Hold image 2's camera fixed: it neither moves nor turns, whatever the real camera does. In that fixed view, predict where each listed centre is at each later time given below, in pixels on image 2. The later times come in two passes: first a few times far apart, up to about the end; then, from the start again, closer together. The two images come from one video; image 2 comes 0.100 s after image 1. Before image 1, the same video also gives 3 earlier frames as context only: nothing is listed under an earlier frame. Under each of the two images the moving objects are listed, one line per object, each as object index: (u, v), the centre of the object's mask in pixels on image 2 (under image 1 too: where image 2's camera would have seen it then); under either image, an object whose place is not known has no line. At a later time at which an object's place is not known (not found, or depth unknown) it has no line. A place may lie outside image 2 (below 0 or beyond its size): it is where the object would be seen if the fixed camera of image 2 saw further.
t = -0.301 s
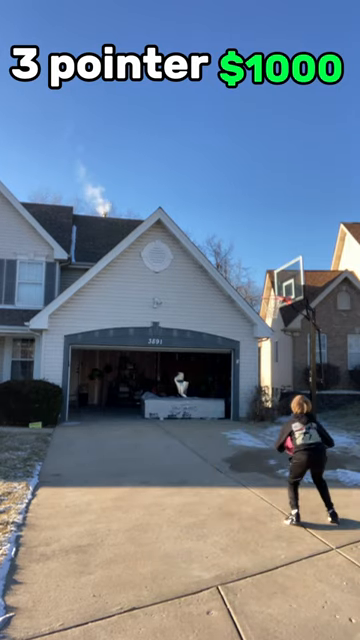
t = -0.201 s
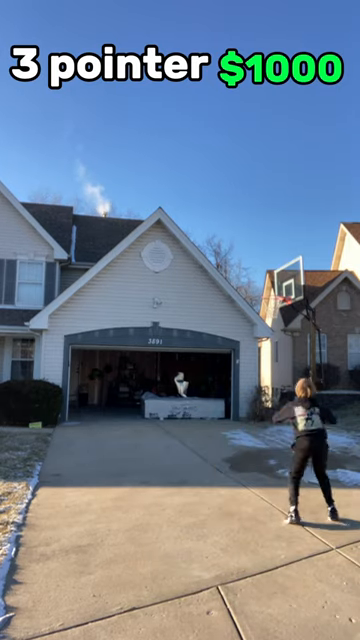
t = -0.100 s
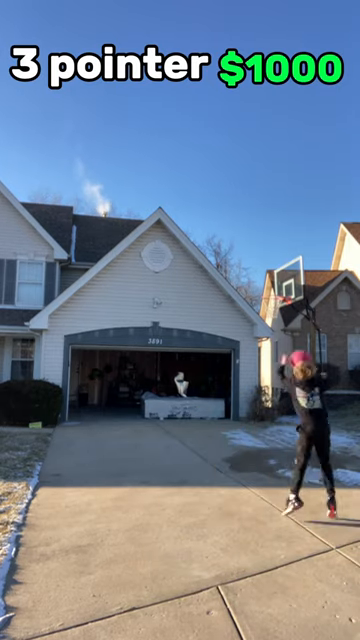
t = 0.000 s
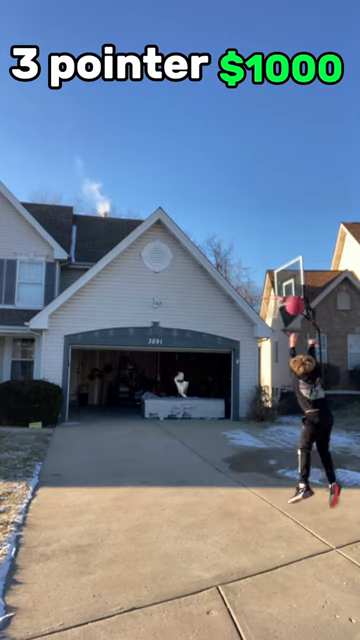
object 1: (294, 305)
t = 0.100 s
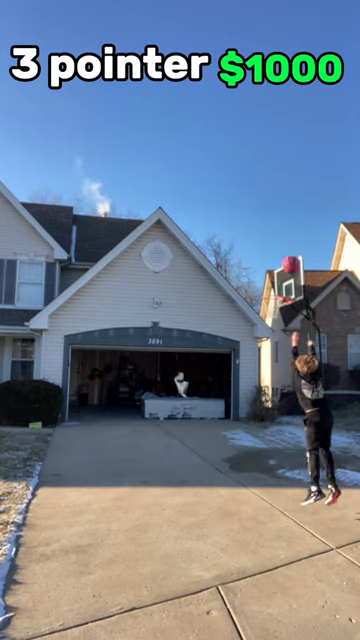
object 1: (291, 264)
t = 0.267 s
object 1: (286, 223)
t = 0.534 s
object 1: (279, 203)
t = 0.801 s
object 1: (273, 222)
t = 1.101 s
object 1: (267, 277)
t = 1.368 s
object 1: (274, 307)
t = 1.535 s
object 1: (278, 313)
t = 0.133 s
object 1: (289, 254)
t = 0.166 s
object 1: (289, 244)
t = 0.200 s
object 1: (288, 236)
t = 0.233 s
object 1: (287, 229)
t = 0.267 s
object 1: (286, 223)
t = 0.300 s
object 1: (285, 218)
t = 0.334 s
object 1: (284, 213)
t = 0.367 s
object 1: (283, 209)
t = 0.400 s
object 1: (282, 207)
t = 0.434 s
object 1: (281, 205)
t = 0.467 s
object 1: (280, 203)
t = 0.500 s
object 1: (279, 203)
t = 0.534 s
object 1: (279, 203)
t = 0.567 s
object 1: (278, 204)
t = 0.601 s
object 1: (277, 205)
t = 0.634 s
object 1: (276, 206)
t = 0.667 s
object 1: (276, 208)
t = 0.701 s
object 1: (275, 211)
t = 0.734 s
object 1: (274, 215)
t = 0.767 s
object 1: (273, 218)
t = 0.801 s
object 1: (273, 222)
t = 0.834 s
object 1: (272, 227)
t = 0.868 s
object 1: (272, 232)
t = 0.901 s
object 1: (271, 237)
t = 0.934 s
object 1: (270, 243)
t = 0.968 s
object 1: (270, 249)
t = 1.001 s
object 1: (269, 256)
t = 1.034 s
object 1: (269, 263)
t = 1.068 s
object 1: (268, 270)
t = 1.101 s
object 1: (267, 277)
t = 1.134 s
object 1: (267, 285)
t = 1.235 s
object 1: (268, 300)
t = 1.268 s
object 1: (270, 303)
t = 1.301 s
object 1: (272, 305)
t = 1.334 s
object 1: (273, 306)
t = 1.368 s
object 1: (274, 307)
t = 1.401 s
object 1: (274, 308)
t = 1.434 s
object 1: (275, 309)
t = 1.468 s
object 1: (276, 311)
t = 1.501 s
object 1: (277, 312)
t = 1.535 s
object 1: (278, 313)
